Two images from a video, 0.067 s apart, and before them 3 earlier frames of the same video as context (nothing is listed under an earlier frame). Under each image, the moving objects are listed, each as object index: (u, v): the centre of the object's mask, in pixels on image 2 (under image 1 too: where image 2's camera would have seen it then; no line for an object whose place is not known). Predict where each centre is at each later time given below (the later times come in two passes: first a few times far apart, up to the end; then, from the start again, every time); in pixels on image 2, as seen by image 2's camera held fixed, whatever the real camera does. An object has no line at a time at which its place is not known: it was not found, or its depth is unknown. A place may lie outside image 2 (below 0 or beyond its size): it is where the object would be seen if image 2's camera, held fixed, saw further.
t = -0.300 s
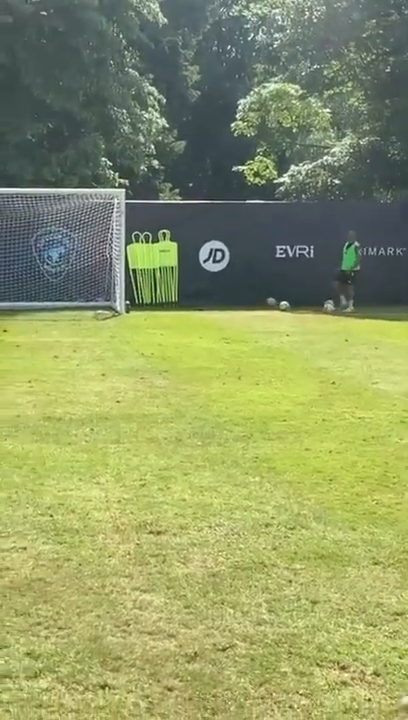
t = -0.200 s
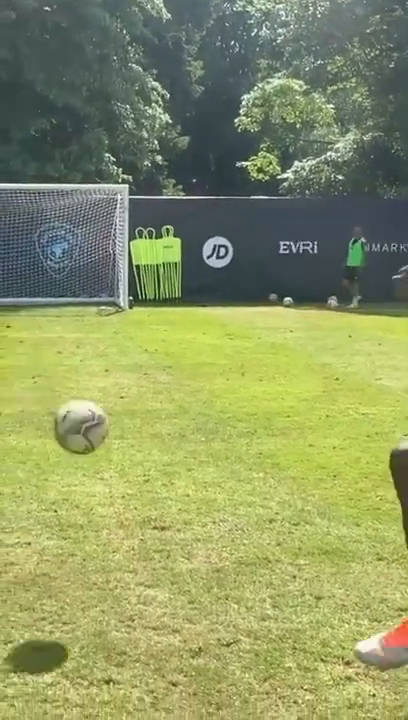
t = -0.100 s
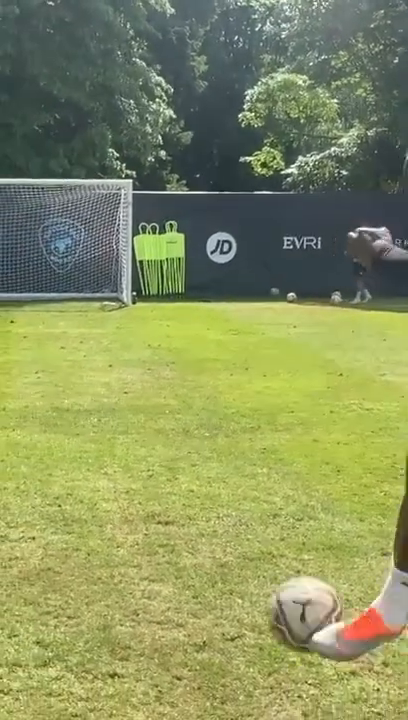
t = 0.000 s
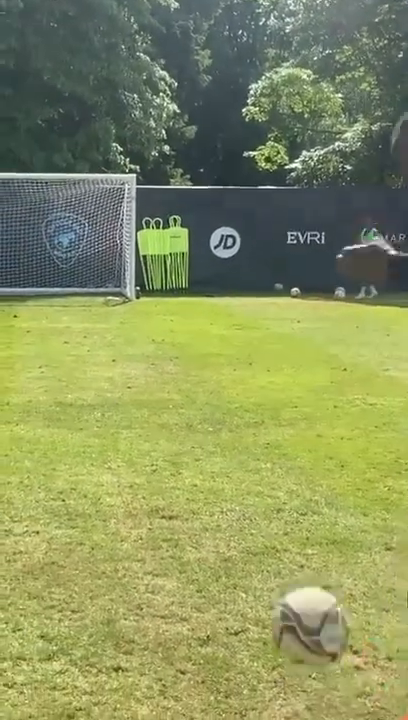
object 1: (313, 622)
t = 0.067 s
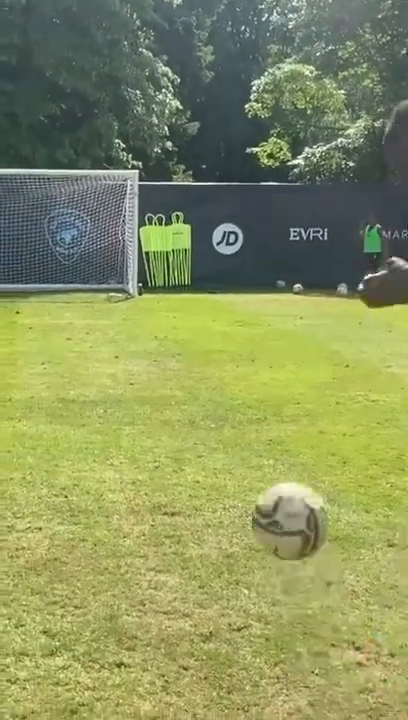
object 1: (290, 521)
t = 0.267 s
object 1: (225, 316)
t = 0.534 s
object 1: (145, 259)
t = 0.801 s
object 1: (67, 413)
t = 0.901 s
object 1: (41, 513)
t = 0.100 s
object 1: (279, 476)
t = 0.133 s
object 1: (268, 436)
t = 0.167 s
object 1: (258, 400)
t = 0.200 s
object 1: (247, 368)
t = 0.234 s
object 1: (235, 340)
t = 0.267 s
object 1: (225, 316)
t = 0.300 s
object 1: (215, 296)
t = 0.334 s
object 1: (204, 280)
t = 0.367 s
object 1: (194, 268)
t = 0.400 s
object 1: (184, 258)
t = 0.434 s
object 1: (173, 253)
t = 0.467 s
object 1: (164, 252)
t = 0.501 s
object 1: (154, 255)
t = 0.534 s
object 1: (145, 259)
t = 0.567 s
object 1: (133, 267)
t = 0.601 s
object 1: (123, 280)
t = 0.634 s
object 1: (113, 295)
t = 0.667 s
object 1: (103, 313)
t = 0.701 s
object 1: (93, 334)
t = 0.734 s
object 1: (85, 358)
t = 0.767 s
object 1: (75, 383)
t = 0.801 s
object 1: (67, 413)
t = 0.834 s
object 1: (58, 443)
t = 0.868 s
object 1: (49, 477)
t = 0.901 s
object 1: (41, 513)
